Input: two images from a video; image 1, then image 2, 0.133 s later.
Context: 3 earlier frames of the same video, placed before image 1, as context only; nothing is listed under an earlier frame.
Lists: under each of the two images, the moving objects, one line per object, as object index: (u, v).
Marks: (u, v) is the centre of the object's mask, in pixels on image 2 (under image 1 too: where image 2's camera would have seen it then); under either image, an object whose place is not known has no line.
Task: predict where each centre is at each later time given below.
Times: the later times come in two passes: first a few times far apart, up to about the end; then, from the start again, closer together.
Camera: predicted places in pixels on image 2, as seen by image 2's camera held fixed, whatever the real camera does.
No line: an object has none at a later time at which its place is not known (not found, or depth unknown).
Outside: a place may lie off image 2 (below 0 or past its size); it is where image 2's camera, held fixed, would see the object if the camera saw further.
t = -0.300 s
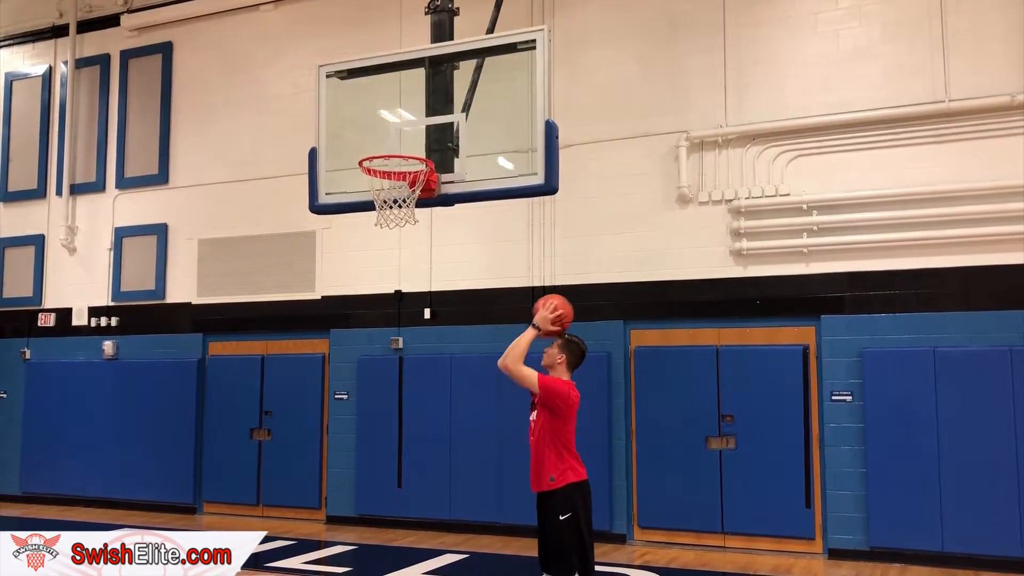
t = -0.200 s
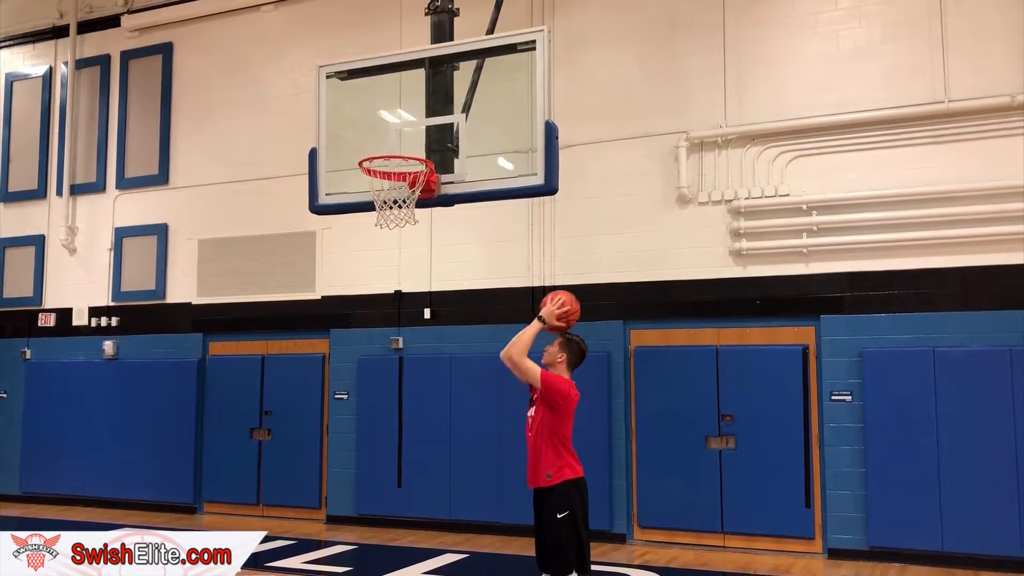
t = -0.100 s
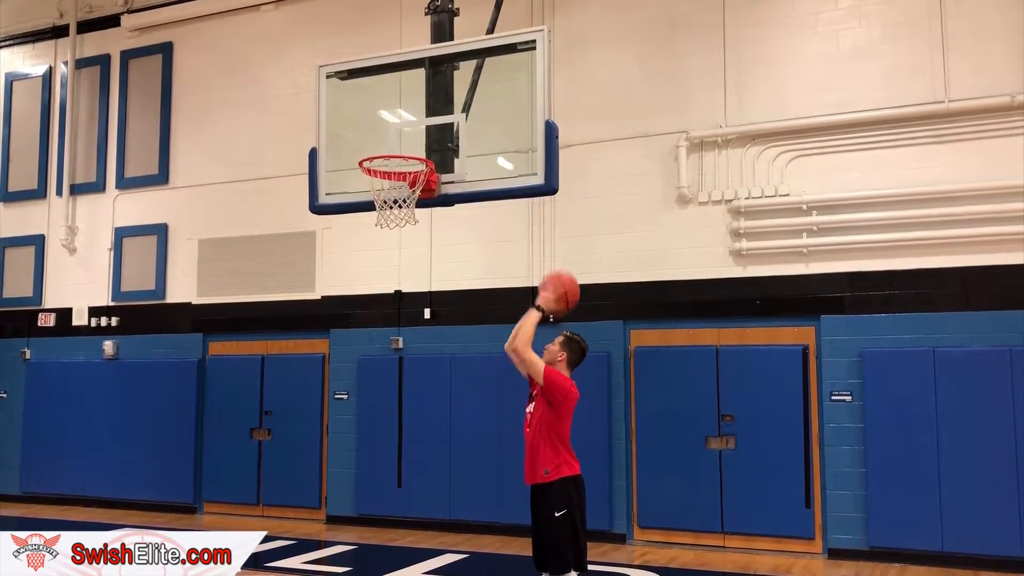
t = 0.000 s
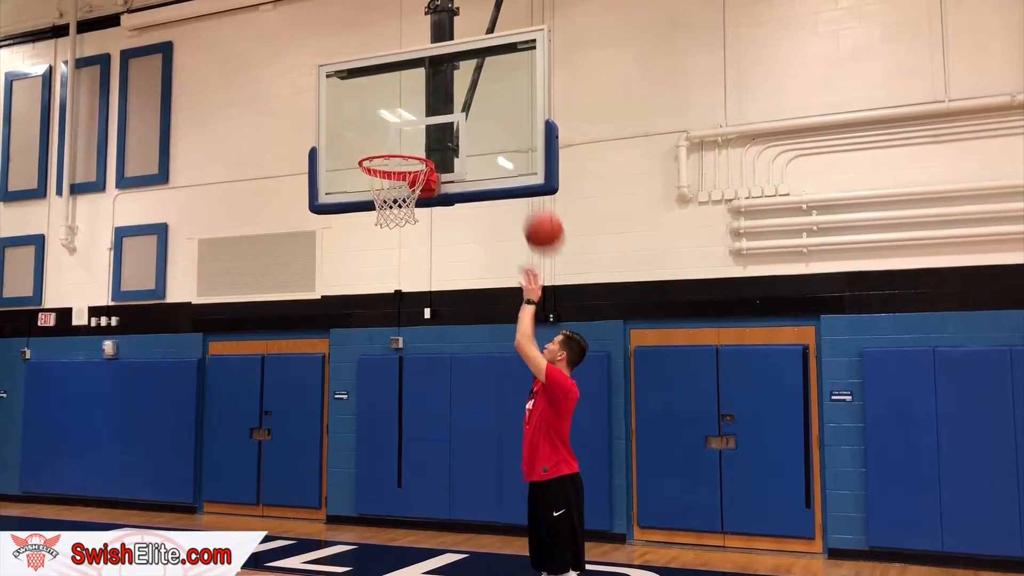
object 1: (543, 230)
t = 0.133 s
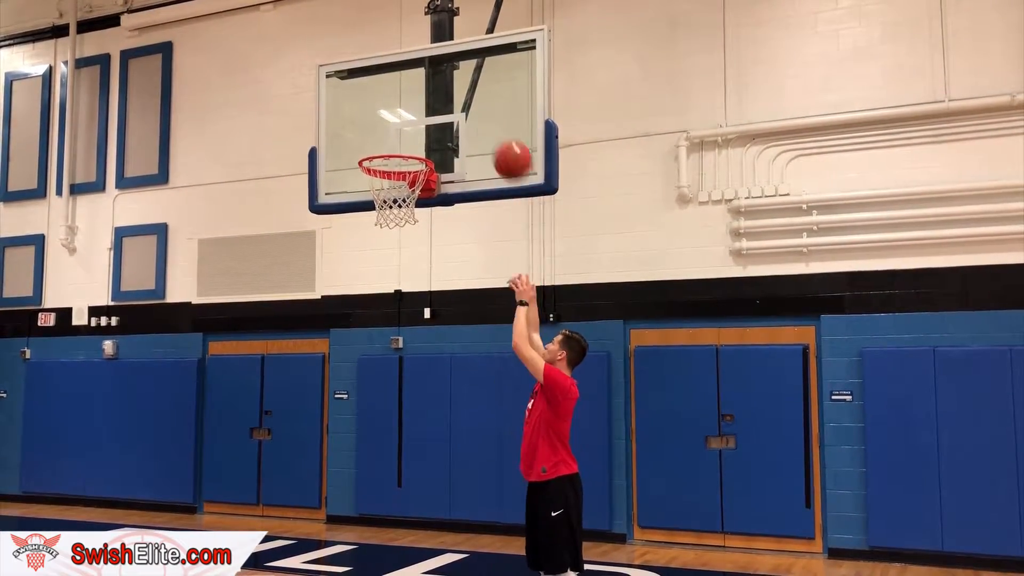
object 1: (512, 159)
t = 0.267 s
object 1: (483, 119)
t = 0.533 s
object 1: (427, 117)
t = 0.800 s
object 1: (379, 204)
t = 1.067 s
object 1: (373, 307)
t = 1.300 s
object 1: (363, 486)
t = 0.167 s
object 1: (505, 146)
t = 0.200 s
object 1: (497, 135)
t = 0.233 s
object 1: (490, 126)
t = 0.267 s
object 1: (483, 119)
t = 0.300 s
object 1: (476, 112)
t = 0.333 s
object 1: (468, 108)
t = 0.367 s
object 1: (461, 105)
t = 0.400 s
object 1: (454, 105)
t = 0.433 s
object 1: (447, 105)
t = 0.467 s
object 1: (440, 108)
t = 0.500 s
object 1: (433, 112)
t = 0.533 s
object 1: (427, 117)
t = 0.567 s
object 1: (420, 125)
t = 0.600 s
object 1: (413, 133)
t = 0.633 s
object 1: (406, 141)
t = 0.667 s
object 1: (399, 155)
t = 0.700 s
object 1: (393, 168)
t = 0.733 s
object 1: (386, 182)
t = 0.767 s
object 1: (381, 198)
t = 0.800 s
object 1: (379, 204)
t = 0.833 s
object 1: (377, 215)
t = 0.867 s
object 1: (377, 220)
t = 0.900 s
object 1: (376, 230)
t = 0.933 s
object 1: (376, 241)
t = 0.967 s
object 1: (375, 255)
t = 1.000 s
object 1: (374, 269)
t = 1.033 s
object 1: (373, 288)
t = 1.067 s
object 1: (373, 307)
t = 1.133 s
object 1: (370, 347)
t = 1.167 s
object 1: (368, 371)
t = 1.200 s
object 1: (368, 396)
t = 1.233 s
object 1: (366, 425)
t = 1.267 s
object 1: (365, 454)
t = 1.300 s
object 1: (363, 486)
